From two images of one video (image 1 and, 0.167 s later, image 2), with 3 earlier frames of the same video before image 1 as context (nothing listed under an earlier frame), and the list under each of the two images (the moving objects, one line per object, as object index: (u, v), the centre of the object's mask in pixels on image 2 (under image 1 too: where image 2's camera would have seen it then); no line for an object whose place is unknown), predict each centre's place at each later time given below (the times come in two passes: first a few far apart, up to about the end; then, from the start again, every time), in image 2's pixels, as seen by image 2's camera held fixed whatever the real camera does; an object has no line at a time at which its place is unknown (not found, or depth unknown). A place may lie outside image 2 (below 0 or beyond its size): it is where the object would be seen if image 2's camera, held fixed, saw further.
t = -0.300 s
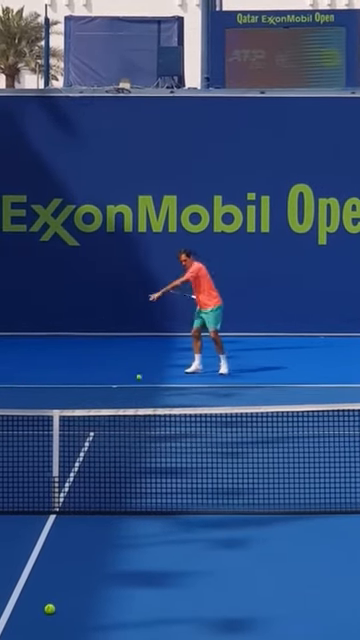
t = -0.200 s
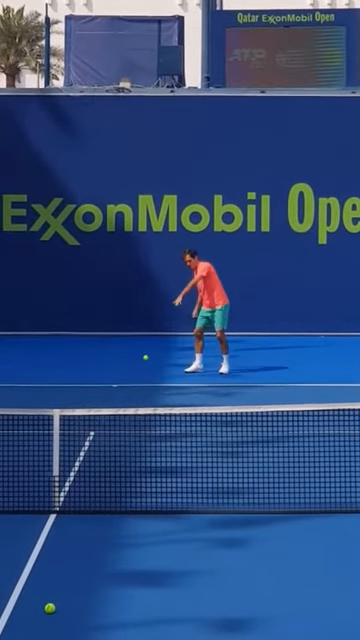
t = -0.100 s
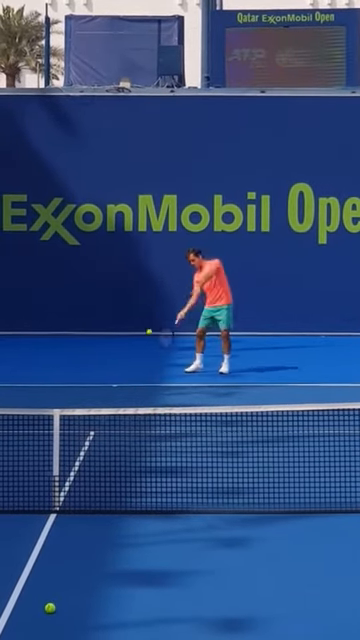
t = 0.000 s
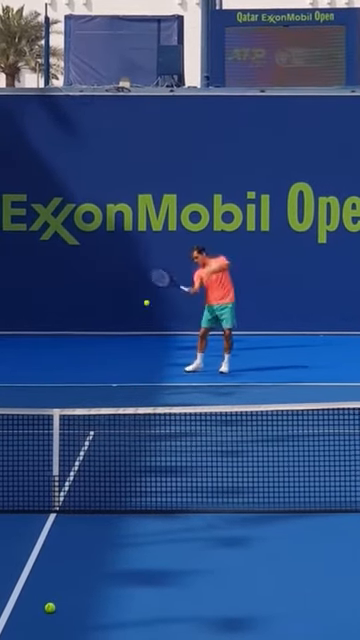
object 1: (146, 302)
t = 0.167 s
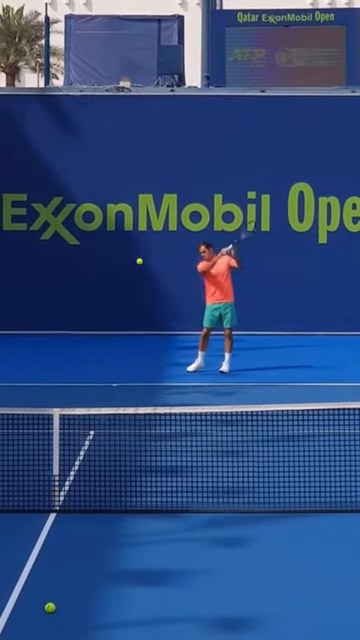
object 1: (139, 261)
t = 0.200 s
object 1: (138, 255)
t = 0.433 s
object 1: (131, 245)
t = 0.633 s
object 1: (128, 292)
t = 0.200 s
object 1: (138, 255)
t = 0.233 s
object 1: (137, 251)
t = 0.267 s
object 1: (136, 247)
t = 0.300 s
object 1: (135, 244)
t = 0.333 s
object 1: (133, 242)
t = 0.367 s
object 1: (132, 242)
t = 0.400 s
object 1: (132, 242)
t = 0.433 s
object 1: (131, 245)
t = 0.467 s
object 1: (130, 249)
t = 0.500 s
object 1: (129, 254)
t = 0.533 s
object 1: (129, 260)
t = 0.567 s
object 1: (128, 269)
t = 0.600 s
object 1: (128, 280)
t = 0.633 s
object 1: (128, 292)
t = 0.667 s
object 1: (127, 307)
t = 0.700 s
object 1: (127, 324)
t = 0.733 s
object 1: (127, 344)
